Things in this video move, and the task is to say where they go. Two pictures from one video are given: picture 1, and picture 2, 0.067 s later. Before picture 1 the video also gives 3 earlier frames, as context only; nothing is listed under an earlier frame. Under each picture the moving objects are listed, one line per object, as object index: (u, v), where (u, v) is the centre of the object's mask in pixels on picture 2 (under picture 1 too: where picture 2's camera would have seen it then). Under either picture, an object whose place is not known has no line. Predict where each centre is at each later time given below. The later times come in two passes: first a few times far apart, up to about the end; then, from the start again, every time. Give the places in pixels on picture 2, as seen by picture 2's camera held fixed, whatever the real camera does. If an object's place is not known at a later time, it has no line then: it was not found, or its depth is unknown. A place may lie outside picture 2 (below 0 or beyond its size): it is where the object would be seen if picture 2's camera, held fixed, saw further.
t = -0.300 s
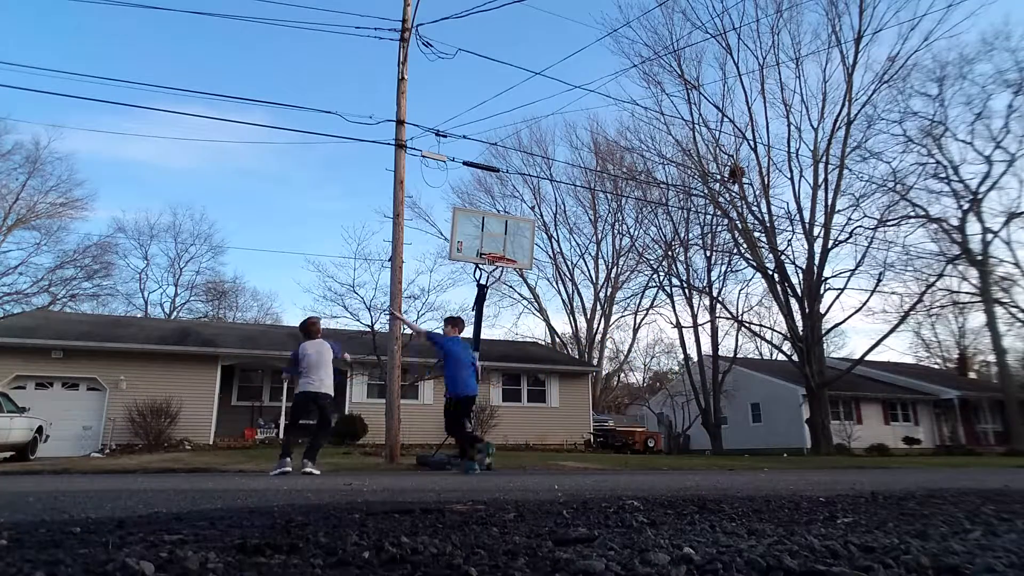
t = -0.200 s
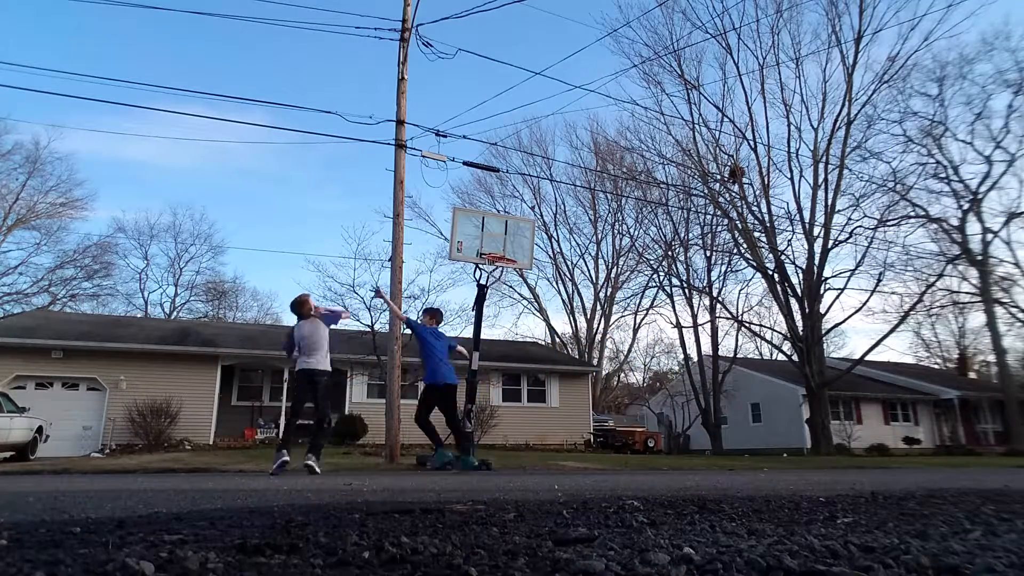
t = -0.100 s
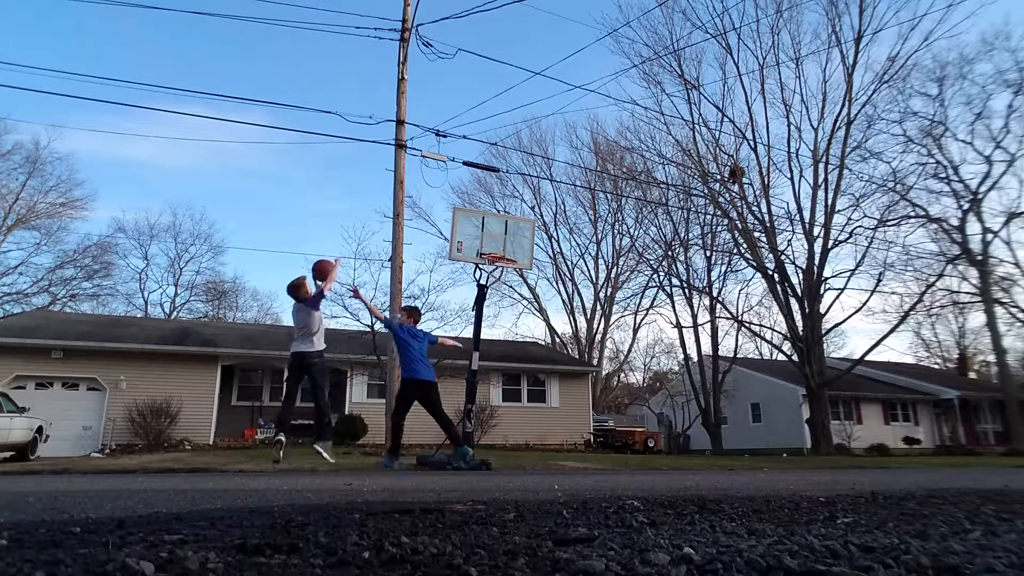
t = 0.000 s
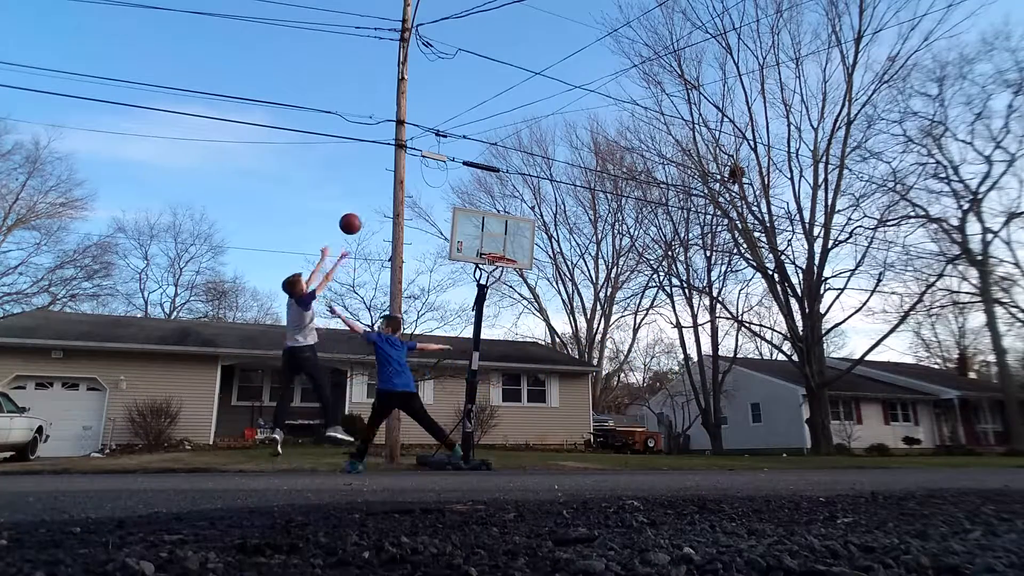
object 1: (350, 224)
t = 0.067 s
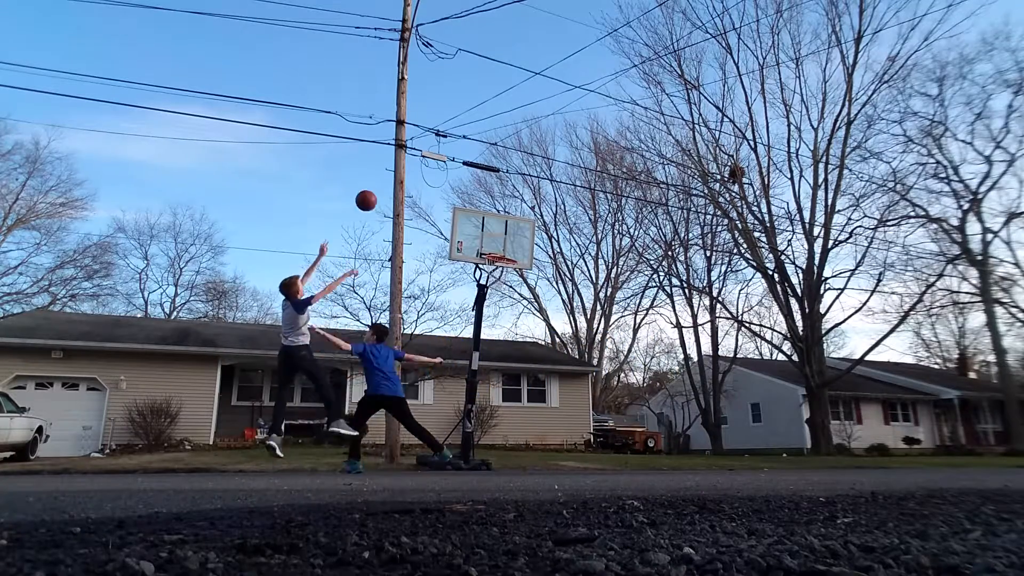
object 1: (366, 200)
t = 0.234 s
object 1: (400, 163)
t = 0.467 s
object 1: (438, 153)
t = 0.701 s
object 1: (469, 178)
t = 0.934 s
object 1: (494, 234)
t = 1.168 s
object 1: (513, 302)
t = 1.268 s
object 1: (519, 333)
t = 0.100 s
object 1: (373, 191)
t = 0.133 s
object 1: (380, 182)
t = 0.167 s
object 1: (387, 175)
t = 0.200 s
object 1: (392, 170)
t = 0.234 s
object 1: (400, 163)
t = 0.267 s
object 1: (406, 161)
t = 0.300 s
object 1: (411, 157)
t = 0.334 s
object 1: (417, 155)
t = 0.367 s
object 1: (423, 153)
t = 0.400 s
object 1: (428, 152)
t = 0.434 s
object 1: (433, 153)
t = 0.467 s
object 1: (438, 153)
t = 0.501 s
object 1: (443, 155)
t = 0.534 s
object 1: (447, 157)
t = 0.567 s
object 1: (452, 160)
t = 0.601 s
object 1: (456, 164)
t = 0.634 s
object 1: (460, 168)
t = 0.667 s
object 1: (464, 173)
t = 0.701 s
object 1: (469, 178)
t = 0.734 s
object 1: (472, 184)
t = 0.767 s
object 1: (476, 191)
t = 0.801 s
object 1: (480, 198)
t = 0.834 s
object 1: (483, 206)
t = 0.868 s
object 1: (487, 215)
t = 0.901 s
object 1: (491, 224)
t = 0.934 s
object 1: (494, 234)
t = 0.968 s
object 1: (497, 244)
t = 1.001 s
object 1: (501, 254)
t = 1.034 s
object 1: (504, 268)
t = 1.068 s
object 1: (507, 276)
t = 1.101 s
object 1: (509, 284)
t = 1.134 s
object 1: (511, 293)
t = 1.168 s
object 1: (513, 302)
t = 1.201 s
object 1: (515, 311)
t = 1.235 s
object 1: (517, 321)
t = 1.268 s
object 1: (519, 333)
